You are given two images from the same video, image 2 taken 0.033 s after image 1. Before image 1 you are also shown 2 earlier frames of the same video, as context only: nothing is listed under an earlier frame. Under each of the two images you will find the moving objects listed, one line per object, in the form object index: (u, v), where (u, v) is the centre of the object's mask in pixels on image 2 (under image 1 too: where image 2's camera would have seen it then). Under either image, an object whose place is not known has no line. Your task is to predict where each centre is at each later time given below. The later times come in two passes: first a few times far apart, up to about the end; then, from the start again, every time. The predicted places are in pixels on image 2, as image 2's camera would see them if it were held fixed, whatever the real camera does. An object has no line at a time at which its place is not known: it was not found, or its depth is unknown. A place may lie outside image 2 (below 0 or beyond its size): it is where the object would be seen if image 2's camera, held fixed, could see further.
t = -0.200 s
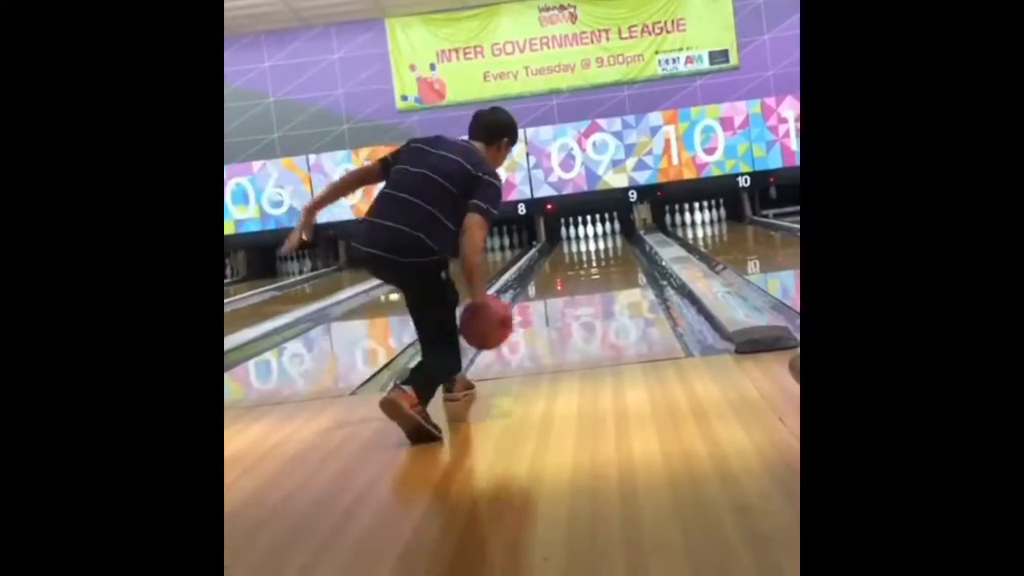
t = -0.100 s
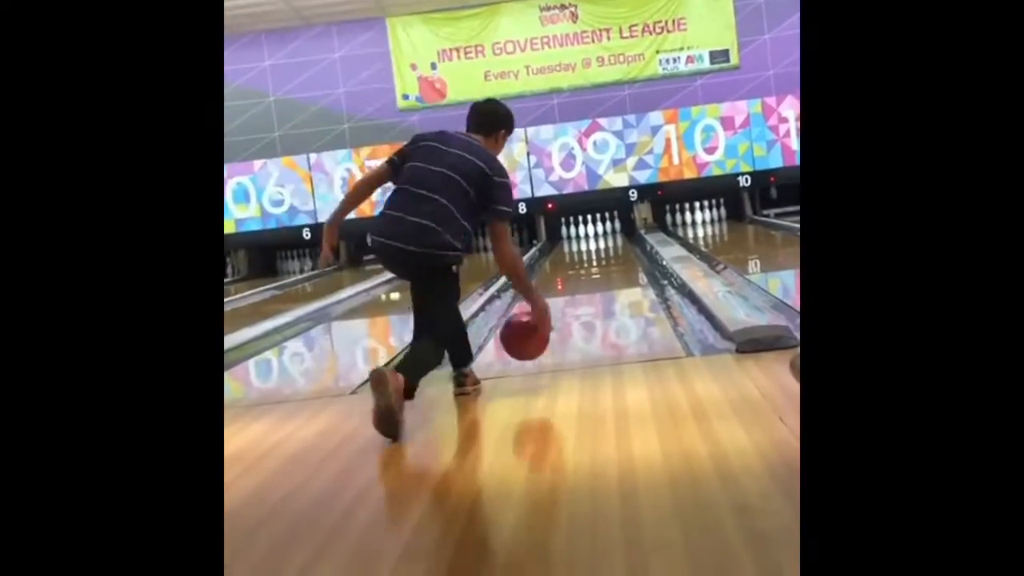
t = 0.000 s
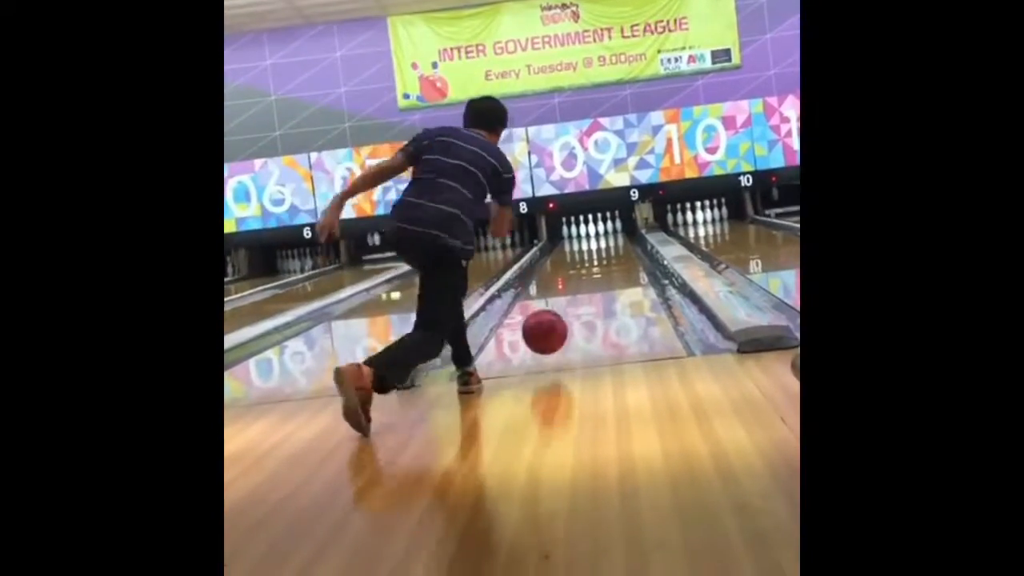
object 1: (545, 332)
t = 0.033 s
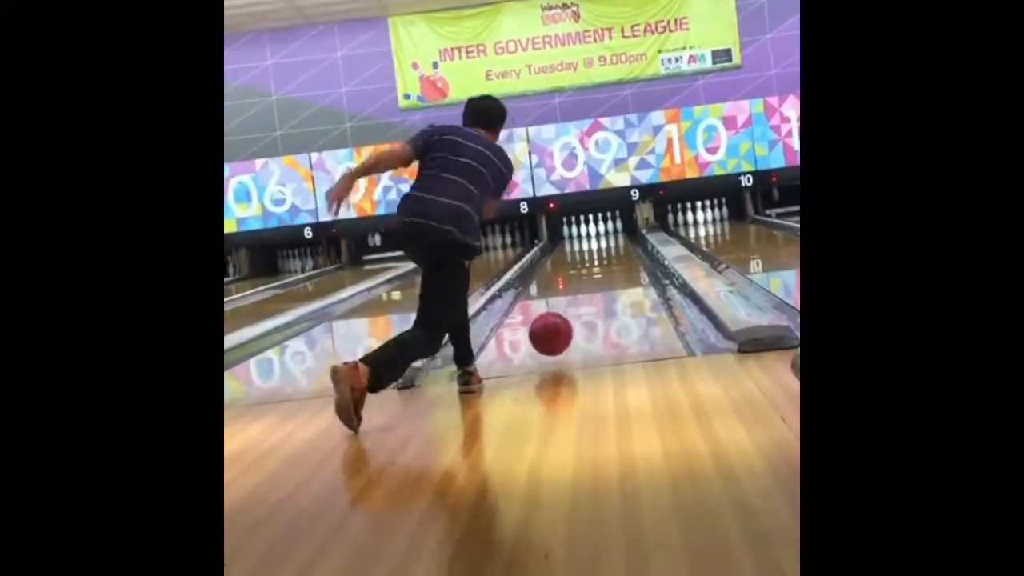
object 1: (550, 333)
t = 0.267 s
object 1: (576, 312)
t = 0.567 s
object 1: (597, 289)
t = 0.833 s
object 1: (608, 273)
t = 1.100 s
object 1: (615, 262)
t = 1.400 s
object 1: (619, 252)
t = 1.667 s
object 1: (623, 245)
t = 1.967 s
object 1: (623, 241)
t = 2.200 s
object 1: (622, 237)
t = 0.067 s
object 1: (556, 336)
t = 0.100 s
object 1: (560, 330)
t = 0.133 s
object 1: (564, 327)
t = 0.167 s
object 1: (567, 324)
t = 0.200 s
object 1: (570, 320)
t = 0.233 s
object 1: (573, 316)
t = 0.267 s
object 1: (576, 312)
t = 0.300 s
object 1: (579, 309)
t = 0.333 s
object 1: (582, 306)
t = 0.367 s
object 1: (585, 303)
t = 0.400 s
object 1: (587, 301)
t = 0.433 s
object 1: (589, 298)
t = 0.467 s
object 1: (591, 296)
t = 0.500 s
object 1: (593, 294)
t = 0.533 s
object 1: (595, 292)
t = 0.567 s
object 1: (597, 289)
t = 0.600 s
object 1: (598, 288)
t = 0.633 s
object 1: (600, 286)
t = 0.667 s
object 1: (600, 284)
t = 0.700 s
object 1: (603, 280)
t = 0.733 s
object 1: (605, 278)
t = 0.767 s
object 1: (605, 277)
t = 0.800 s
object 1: (607, 275)
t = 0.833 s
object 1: (608, 273)
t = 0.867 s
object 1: (609, 272)
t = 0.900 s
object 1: (610, 270)
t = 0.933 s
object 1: (611, 270)
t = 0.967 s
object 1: (612, 268)
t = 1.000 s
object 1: (613, 266)
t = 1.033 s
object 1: (613, 264)
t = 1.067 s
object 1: (614, 263)
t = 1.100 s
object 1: (615, 262)
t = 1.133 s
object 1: (615, 262)
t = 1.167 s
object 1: (615, 261)
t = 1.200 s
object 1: (617, 257)
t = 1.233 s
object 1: (618, 257)
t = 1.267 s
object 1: (618, 256)
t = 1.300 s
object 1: (618, 255)
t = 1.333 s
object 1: (618, 255)
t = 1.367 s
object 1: (619, 254)
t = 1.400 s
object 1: (619, 252)
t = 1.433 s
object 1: (619, 253)
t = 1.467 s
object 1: (620, 252)
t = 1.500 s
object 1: (620, 251)
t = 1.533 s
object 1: (622, 250)
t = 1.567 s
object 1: (622, 249)
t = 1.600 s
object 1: (622, 249)
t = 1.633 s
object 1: (623, 246)
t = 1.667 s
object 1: (623, 245)
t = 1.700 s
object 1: (622, 246)
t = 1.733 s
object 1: (623, 246)
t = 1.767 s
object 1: (623, 245)
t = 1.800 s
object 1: (623, 244)
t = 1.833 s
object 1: (623, 243)
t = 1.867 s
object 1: (623, 243)
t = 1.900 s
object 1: (623, 242)
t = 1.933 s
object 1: (623, 241)
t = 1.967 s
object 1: (623, 241)
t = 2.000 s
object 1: (623, 240)
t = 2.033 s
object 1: (623, 240)
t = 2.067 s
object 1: (623, 239)
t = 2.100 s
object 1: (623, 239)
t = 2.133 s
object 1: (624, 238)
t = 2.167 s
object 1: (624, 238)
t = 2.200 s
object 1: (622, 237)
